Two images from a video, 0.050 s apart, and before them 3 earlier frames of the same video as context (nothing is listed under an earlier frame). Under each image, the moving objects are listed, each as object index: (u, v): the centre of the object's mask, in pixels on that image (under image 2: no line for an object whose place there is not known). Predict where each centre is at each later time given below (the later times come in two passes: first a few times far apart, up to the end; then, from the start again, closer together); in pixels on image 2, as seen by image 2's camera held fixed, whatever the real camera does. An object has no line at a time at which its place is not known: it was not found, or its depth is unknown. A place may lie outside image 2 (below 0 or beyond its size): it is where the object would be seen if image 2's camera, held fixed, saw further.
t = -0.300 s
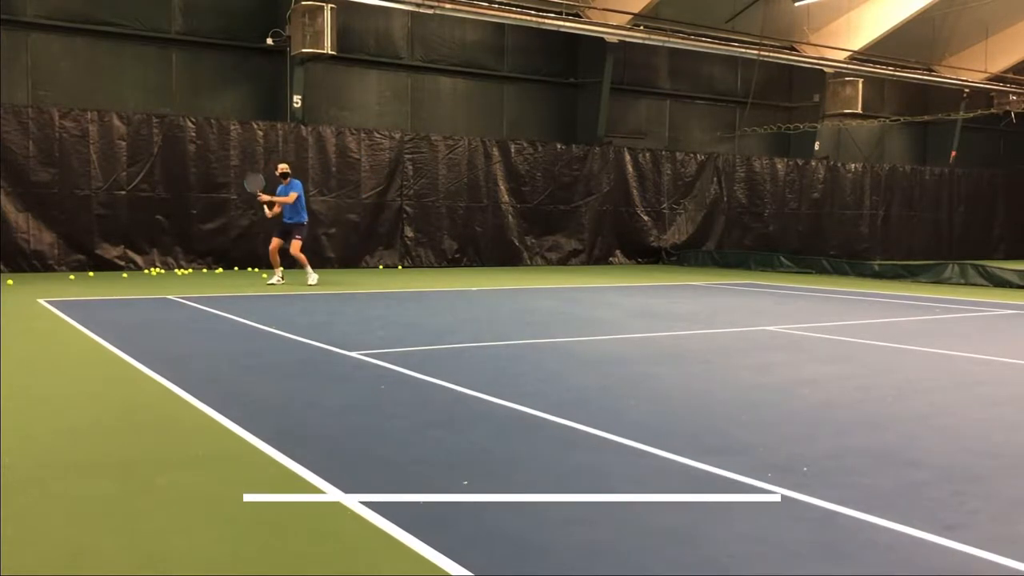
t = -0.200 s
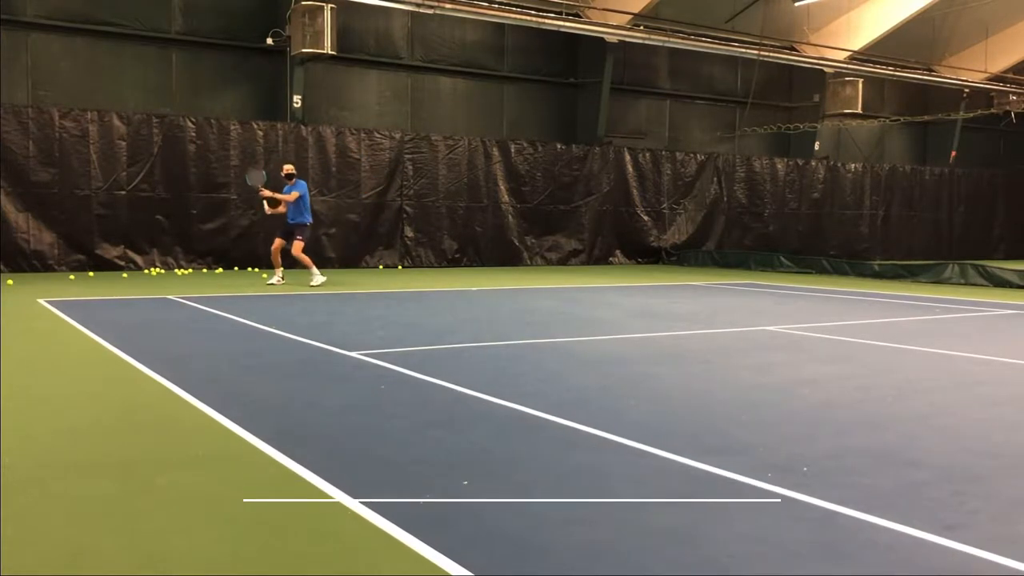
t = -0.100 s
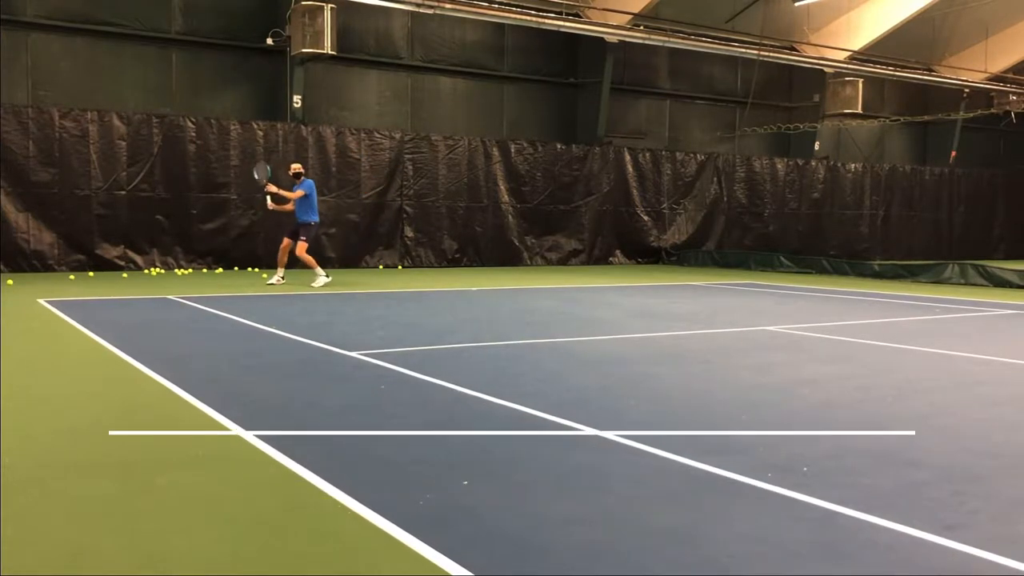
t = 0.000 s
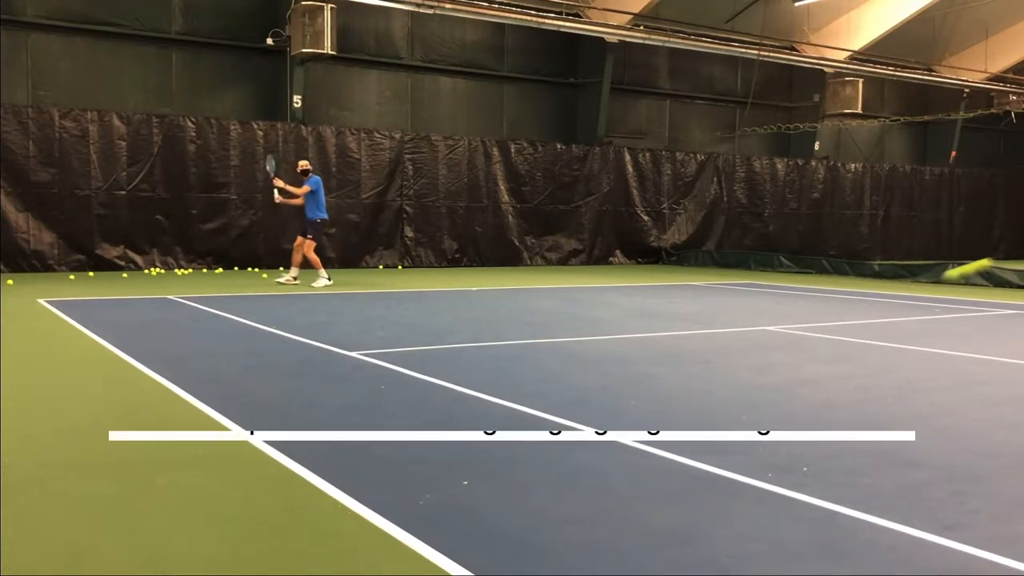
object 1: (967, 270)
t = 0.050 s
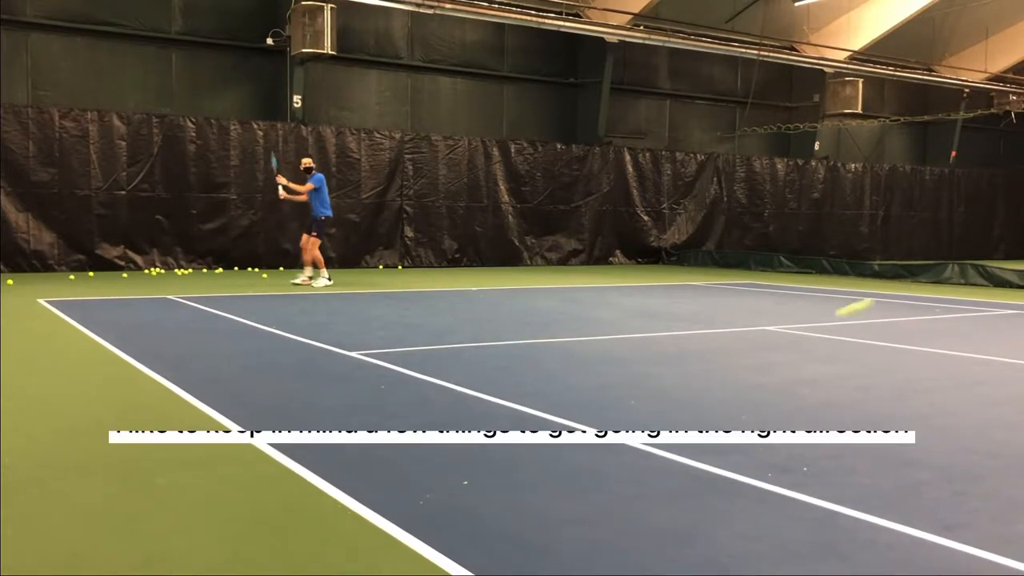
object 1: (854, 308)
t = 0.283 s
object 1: (606, 251)
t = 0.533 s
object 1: (474, 190)
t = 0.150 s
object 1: (703, 334)
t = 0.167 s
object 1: (689, 321)
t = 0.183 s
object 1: (676, 308)
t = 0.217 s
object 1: (651, 286)
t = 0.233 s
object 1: (639, 276)
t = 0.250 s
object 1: (627, 267)
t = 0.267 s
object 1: (616, 258)
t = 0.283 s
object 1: (606, 251)
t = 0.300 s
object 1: (595, 244)
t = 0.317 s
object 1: (585, 237)
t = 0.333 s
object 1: (575, 231)
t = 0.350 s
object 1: (565, 224)
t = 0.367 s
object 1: (556, 219)
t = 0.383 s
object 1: (547, 214)
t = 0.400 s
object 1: (538, 210)
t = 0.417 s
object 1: (529, 206)
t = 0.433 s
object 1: (521, 203)
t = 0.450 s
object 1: (512, 200)
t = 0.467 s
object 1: (504, 196)
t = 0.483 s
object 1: (496, 194)
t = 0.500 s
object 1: (489, 193)
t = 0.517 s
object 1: (481, 191)
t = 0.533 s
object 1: (474, 190)
